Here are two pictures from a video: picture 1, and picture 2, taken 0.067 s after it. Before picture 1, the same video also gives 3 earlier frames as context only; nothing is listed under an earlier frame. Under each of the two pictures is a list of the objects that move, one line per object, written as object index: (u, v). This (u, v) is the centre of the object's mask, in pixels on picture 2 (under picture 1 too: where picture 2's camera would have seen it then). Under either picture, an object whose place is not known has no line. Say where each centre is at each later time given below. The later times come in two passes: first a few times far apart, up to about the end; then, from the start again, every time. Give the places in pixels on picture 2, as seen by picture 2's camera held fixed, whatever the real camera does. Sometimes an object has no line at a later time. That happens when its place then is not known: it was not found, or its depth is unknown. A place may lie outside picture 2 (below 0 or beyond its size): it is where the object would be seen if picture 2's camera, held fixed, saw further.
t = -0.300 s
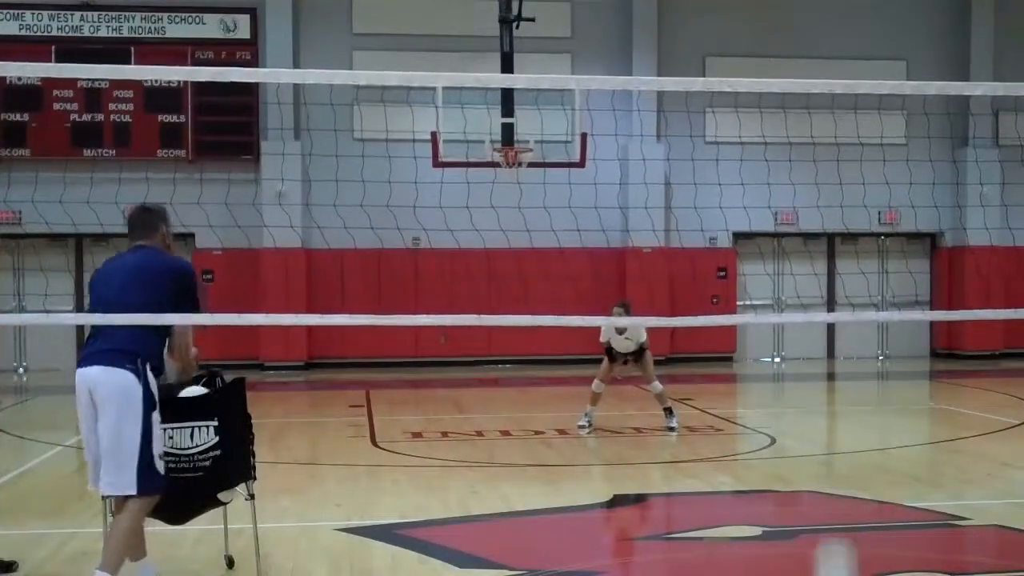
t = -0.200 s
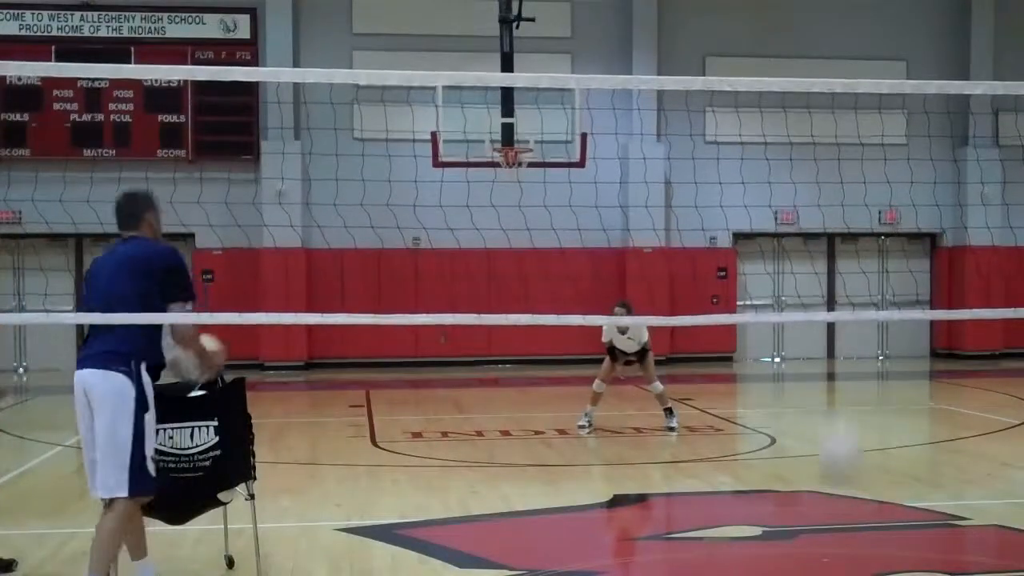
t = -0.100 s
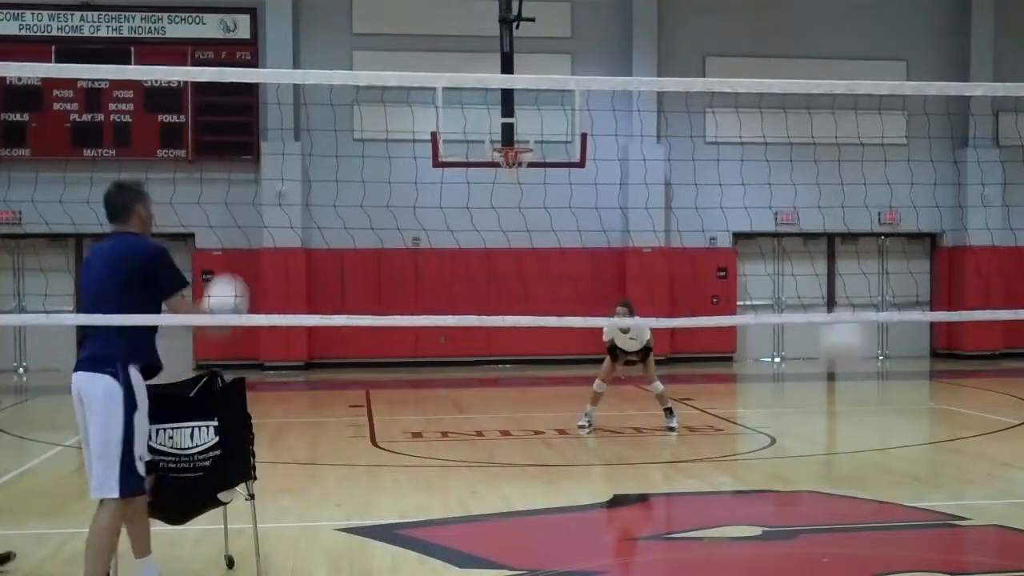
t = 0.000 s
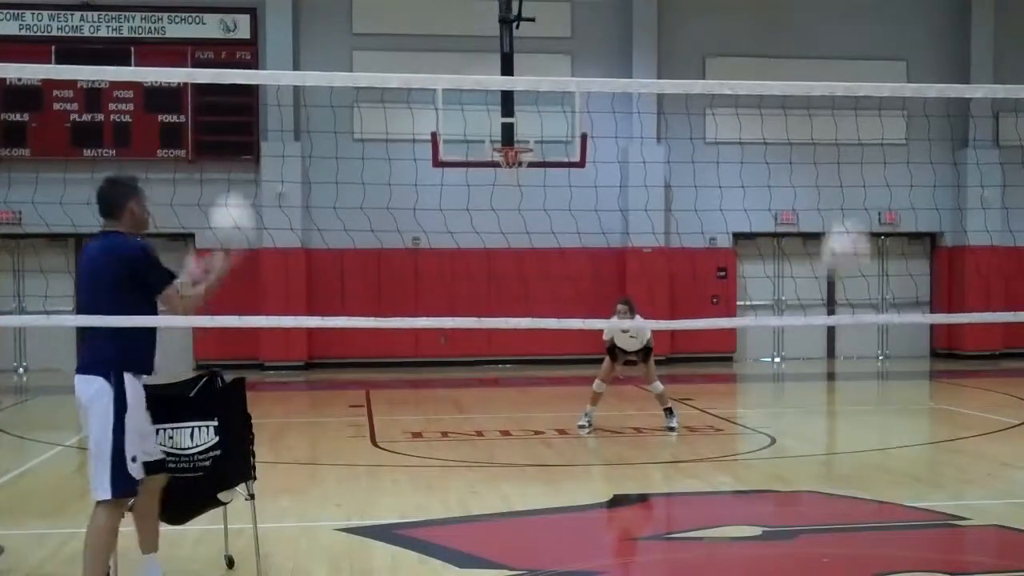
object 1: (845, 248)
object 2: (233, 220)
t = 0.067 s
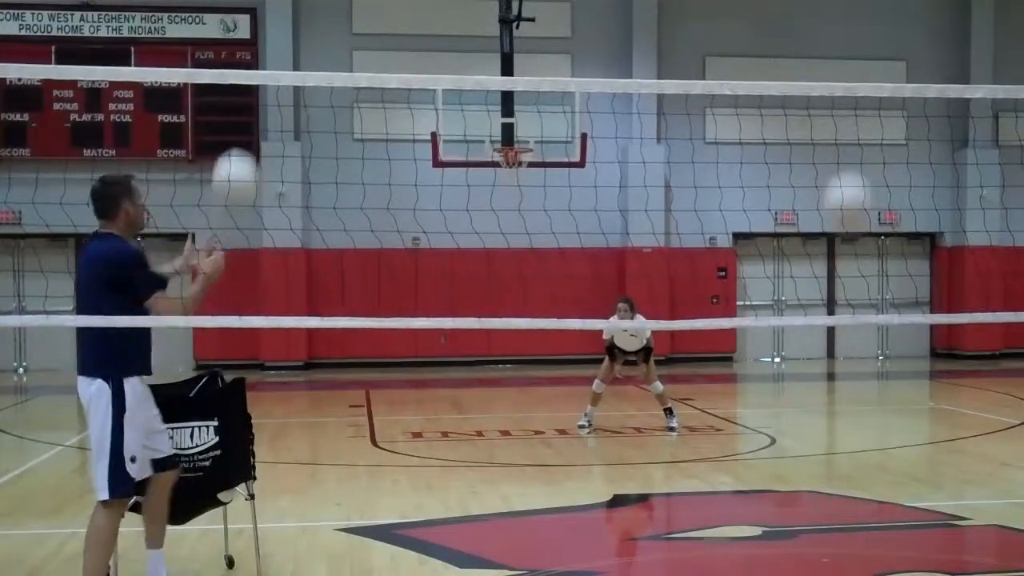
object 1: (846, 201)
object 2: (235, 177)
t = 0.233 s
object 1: (855, 121)
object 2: (246, 105)
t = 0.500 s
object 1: (859, 120)
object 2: (264, 105)
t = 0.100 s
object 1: (849, 177)
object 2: (236, 156)
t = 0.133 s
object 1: (850, 161)
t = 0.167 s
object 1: (852, 138)
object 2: (242, 127)
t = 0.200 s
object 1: (854, 129)
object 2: (244, 114)
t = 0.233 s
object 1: (855, 121)
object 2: (246, 105)
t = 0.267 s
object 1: (854, 113)
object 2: (248, 100)
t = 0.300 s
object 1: (856, 112)
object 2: (250, 96)
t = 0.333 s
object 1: (856, 111)
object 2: (252, 88)
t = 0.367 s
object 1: (857, 110)
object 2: (253, 87)
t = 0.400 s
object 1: (857, 111)
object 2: (255, 89)
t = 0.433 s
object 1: (858, 114)
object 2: (257, 96)
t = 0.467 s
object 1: (859, 116)
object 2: (260, 99)
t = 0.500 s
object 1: (859, 120)
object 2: (264, 105)
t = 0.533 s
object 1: (860, 135)
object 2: (266, 113)
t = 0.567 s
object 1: (861, 149)
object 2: (269, 129)
